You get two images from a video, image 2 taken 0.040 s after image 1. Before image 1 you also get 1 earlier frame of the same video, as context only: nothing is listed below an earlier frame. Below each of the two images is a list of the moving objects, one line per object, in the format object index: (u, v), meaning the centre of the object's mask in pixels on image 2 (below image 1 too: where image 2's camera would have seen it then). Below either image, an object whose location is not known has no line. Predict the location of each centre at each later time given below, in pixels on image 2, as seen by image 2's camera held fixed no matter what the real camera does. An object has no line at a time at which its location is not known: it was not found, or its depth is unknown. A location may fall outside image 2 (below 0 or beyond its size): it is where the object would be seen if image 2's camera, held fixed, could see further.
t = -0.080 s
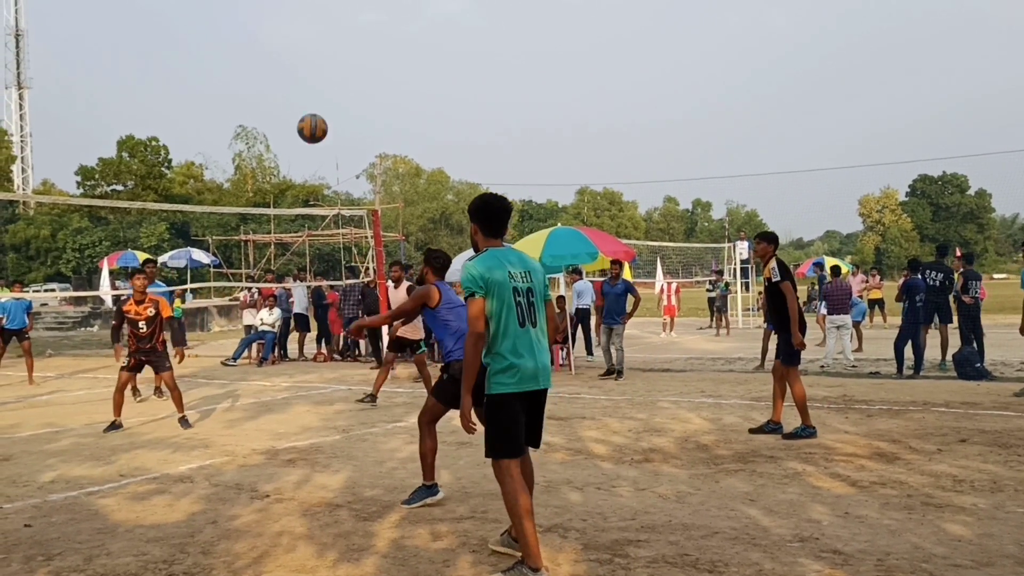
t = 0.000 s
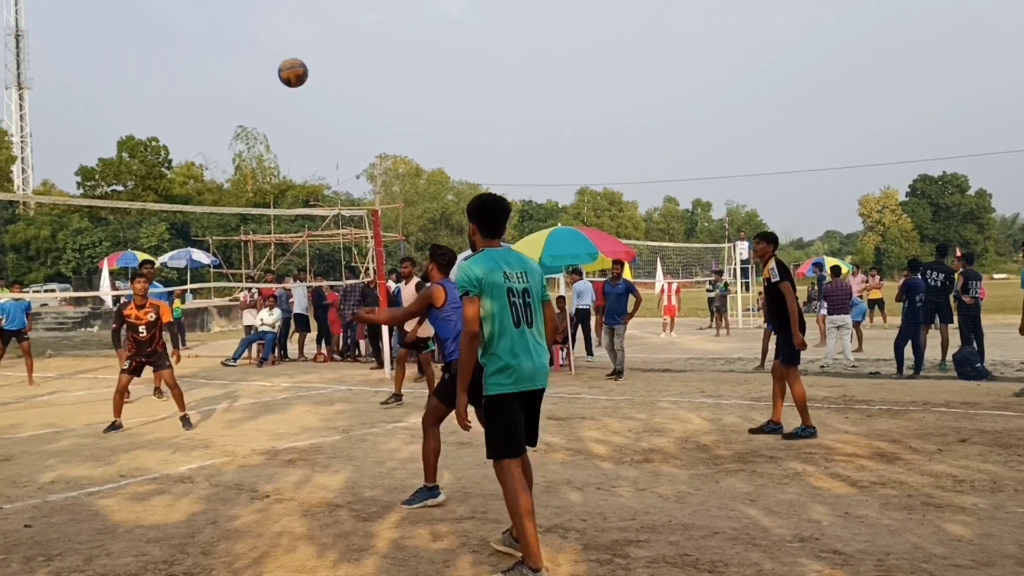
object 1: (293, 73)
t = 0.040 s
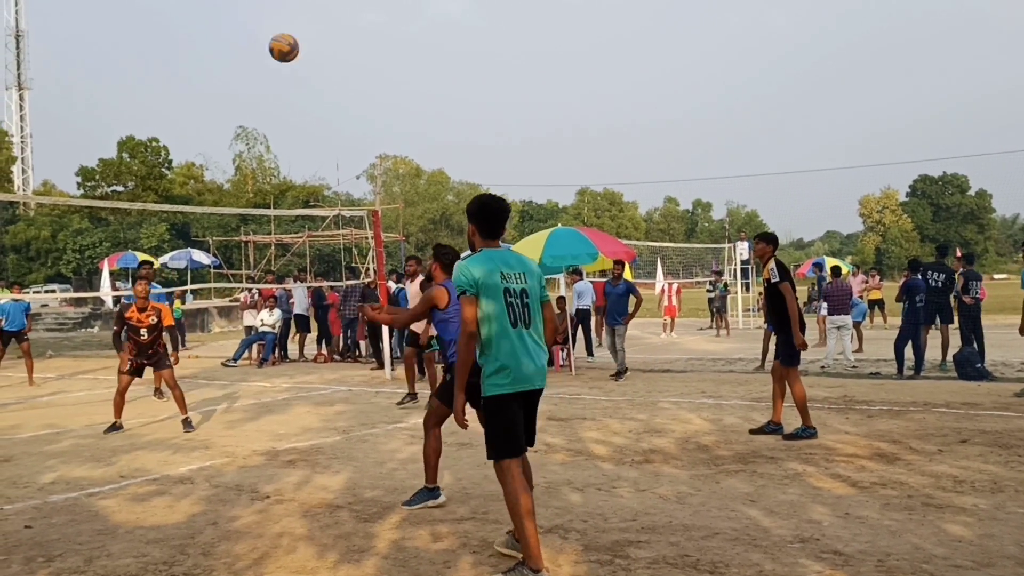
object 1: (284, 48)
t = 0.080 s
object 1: (275, 25)
